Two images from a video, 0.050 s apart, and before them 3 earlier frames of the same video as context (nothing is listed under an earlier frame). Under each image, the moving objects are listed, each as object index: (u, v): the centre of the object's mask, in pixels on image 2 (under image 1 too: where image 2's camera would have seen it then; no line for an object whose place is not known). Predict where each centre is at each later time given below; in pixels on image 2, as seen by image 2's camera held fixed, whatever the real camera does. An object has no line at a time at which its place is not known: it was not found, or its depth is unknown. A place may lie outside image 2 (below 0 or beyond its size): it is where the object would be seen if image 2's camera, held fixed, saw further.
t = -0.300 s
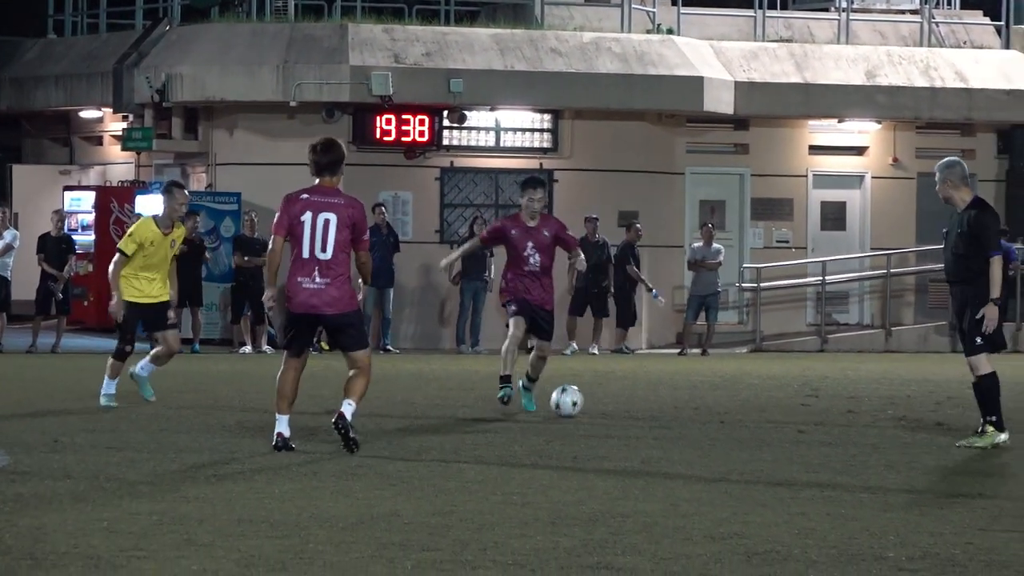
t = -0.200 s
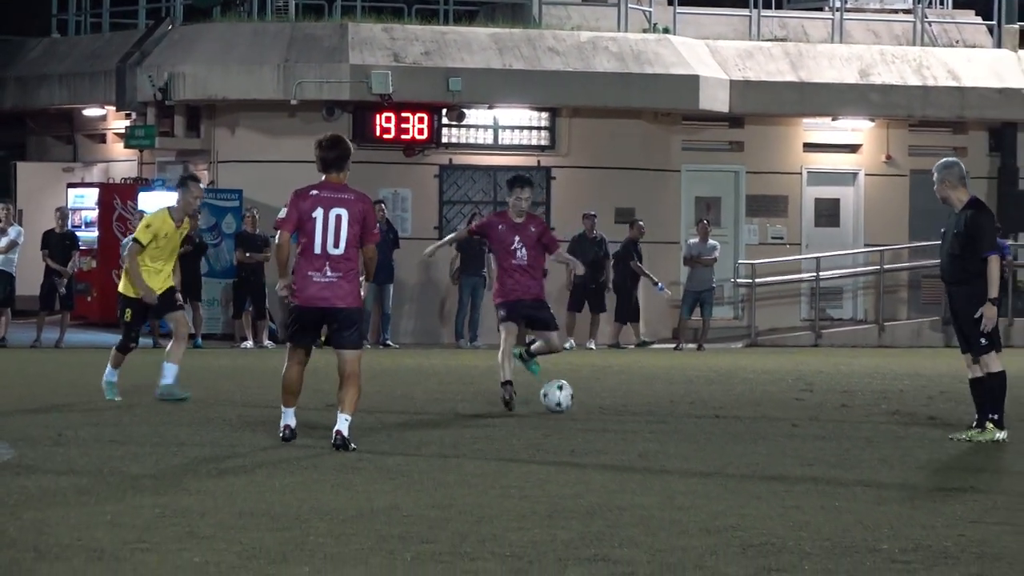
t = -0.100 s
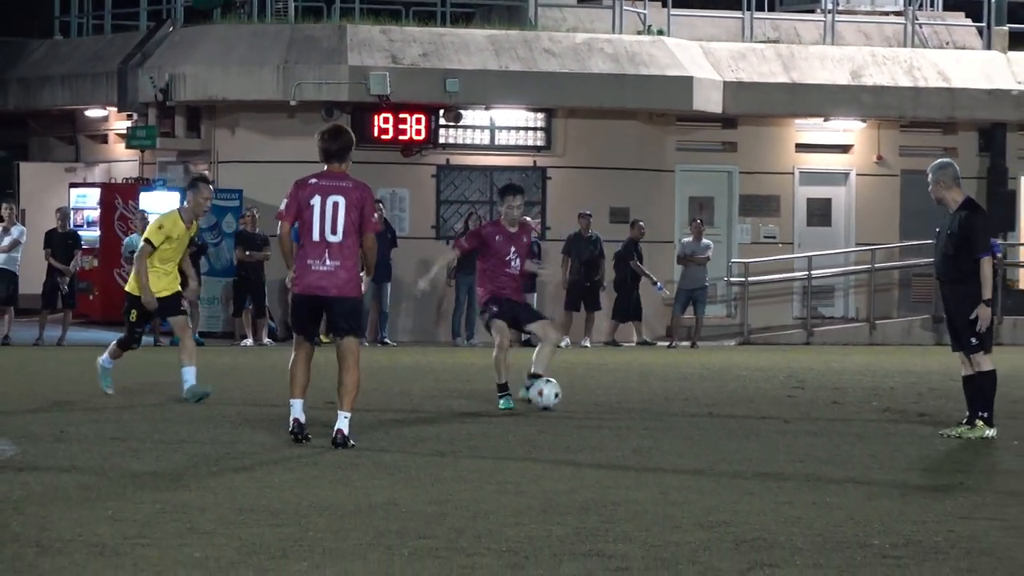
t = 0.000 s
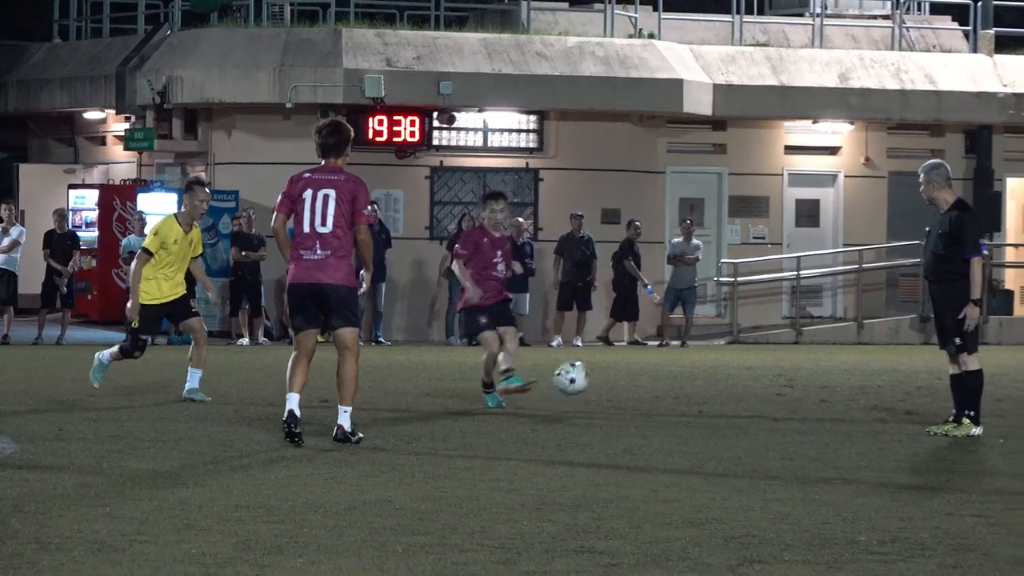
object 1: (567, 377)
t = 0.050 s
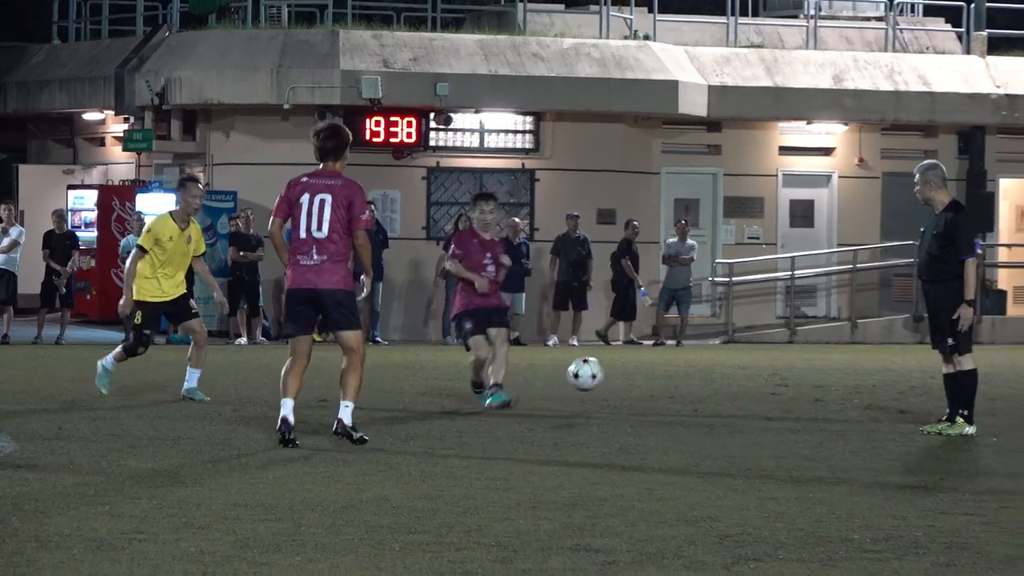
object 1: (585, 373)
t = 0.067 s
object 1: (590, 373)
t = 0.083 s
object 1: (596, 373)
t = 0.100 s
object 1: (603, 373)
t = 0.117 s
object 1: (608, 373)
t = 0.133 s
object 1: (614, 374)
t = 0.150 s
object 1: (620, 375)
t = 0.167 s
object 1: (625, 377)
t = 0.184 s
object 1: (631, 379)
